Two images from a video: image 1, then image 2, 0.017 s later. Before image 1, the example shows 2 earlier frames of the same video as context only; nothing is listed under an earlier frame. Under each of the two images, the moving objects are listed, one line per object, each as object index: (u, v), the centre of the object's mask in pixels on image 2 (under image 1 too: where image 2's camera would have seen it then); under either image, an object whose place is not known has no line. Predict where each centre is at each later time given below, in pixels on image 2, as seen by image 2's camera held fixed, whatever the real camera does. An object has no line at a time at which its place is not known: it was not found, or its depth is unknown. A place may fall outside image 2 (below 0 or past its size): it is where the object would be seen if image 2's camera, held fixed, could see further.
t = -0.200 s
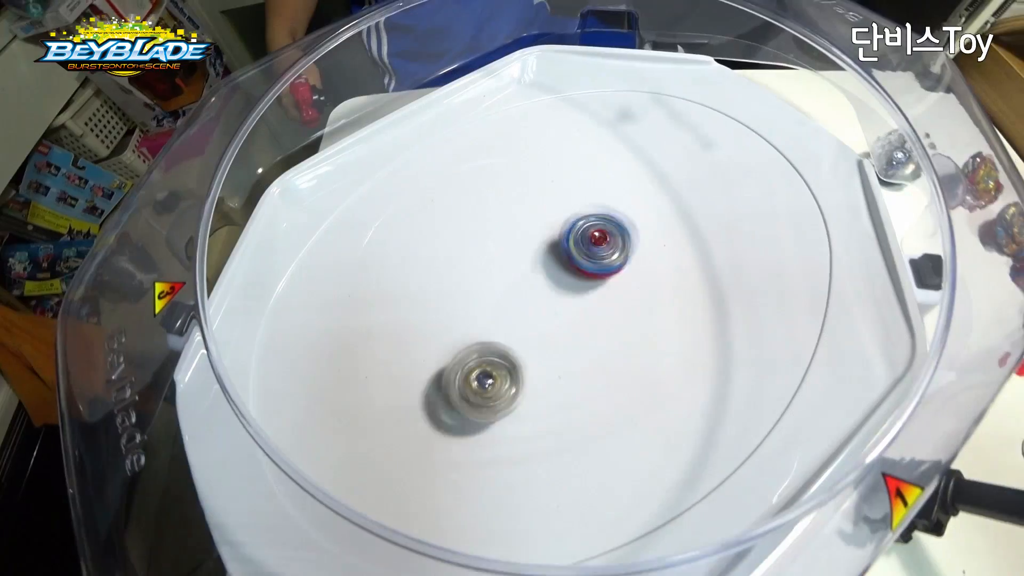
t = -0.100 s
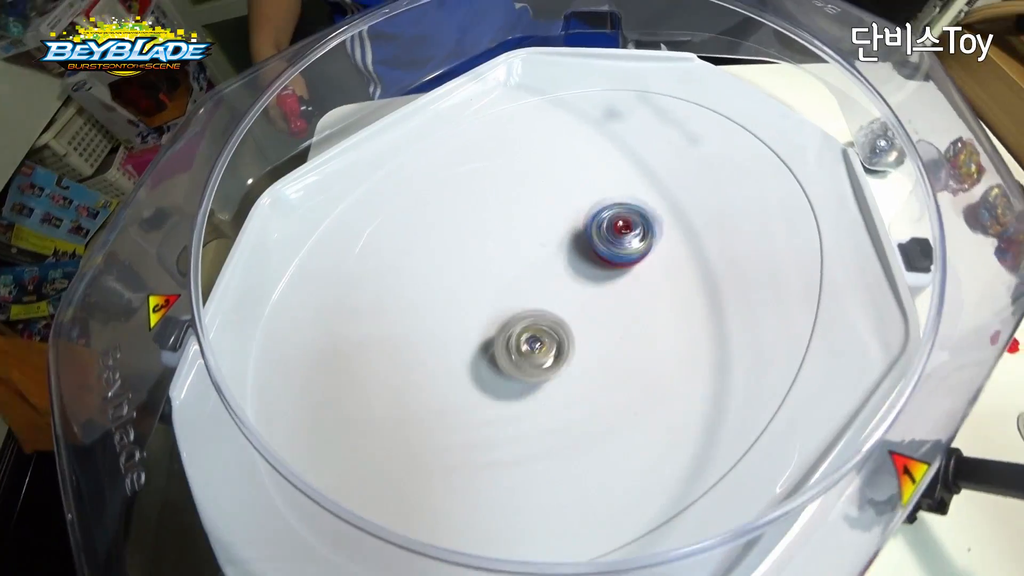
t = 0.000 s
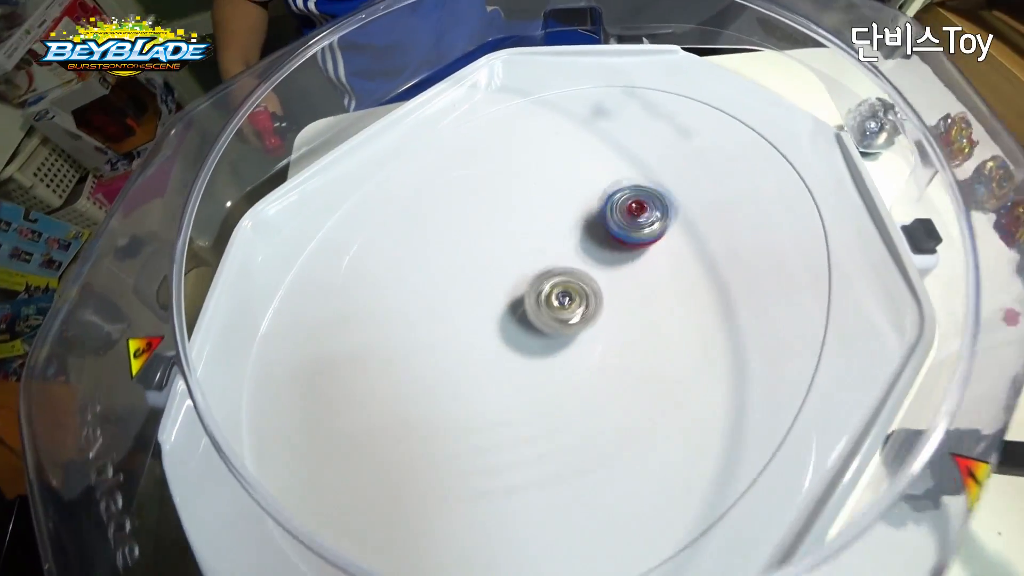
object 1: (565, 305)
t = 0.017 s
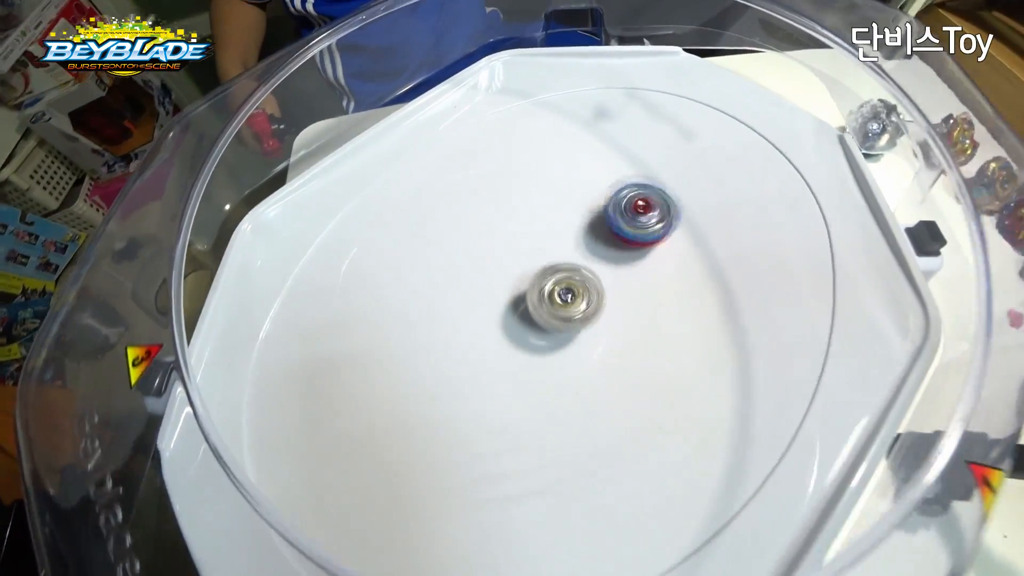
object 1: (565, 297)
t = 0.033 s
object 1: (565, 290)
